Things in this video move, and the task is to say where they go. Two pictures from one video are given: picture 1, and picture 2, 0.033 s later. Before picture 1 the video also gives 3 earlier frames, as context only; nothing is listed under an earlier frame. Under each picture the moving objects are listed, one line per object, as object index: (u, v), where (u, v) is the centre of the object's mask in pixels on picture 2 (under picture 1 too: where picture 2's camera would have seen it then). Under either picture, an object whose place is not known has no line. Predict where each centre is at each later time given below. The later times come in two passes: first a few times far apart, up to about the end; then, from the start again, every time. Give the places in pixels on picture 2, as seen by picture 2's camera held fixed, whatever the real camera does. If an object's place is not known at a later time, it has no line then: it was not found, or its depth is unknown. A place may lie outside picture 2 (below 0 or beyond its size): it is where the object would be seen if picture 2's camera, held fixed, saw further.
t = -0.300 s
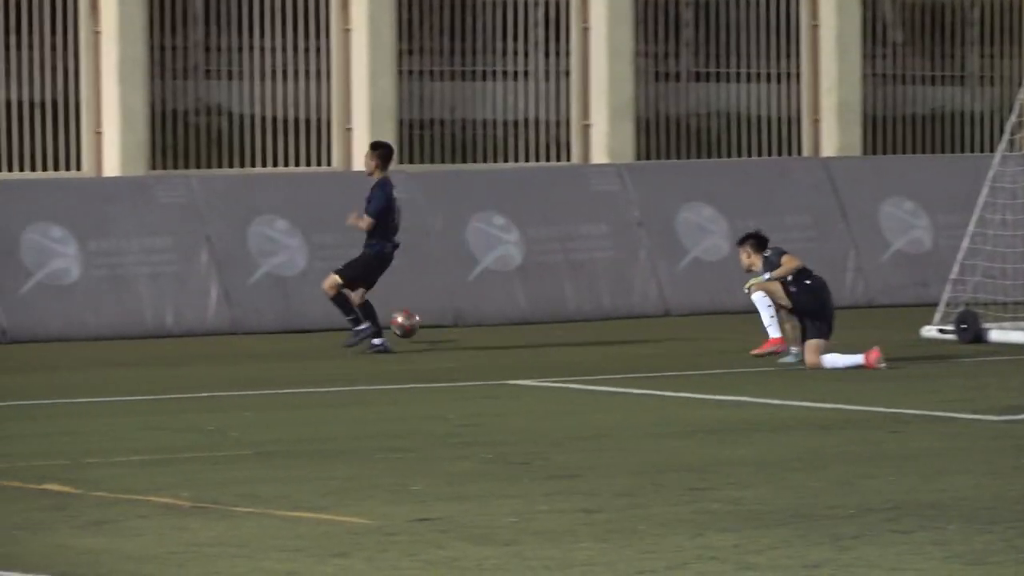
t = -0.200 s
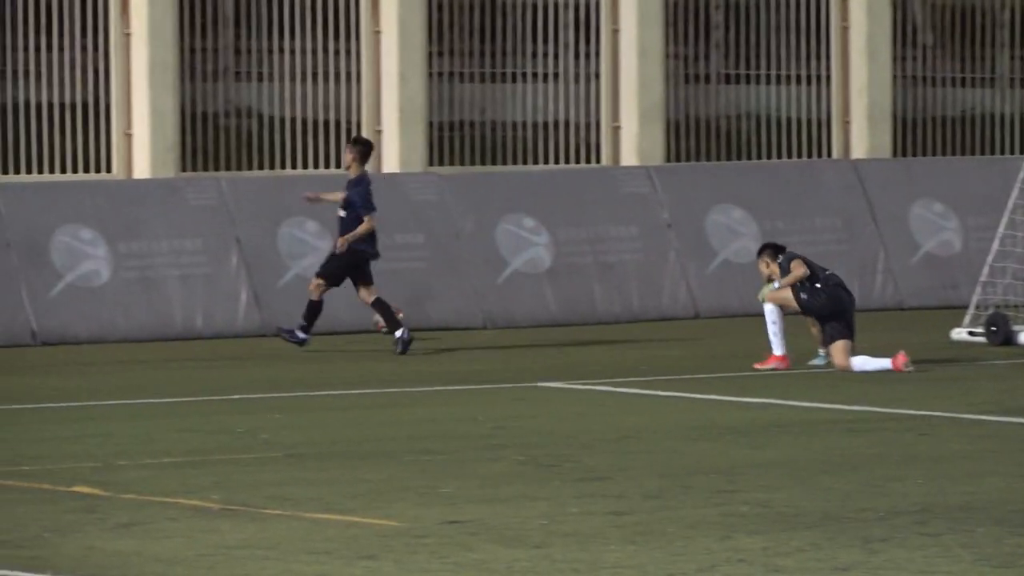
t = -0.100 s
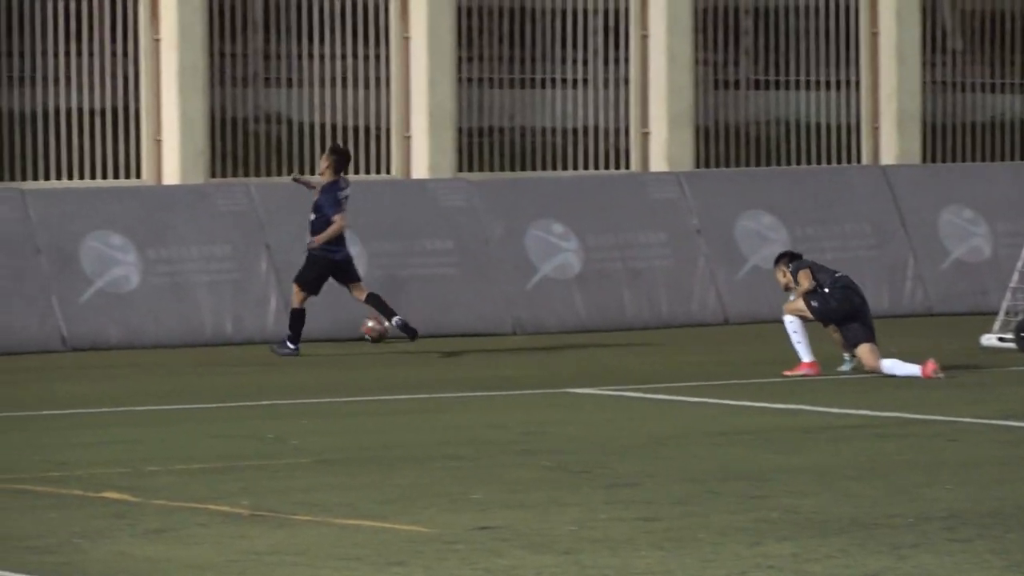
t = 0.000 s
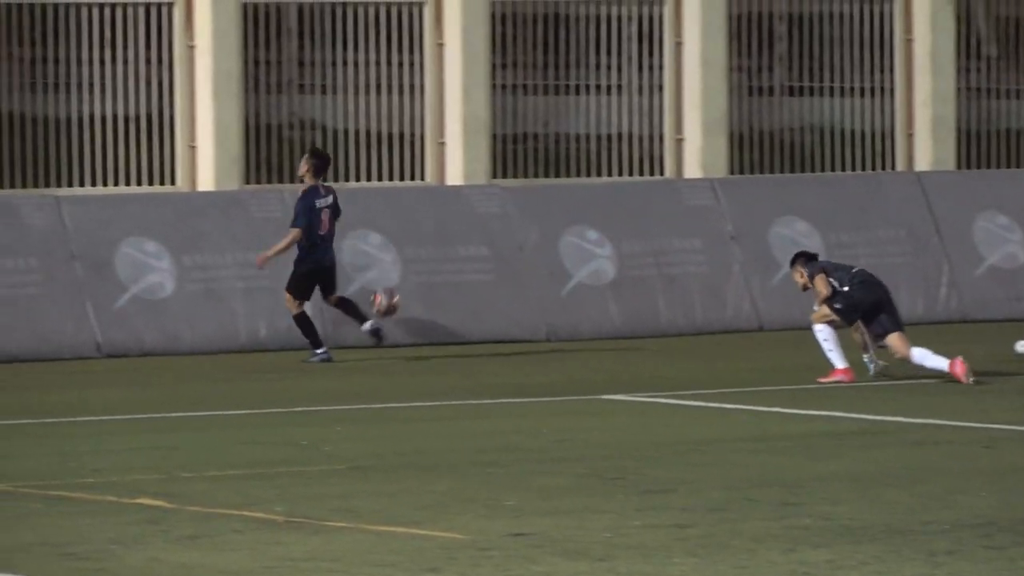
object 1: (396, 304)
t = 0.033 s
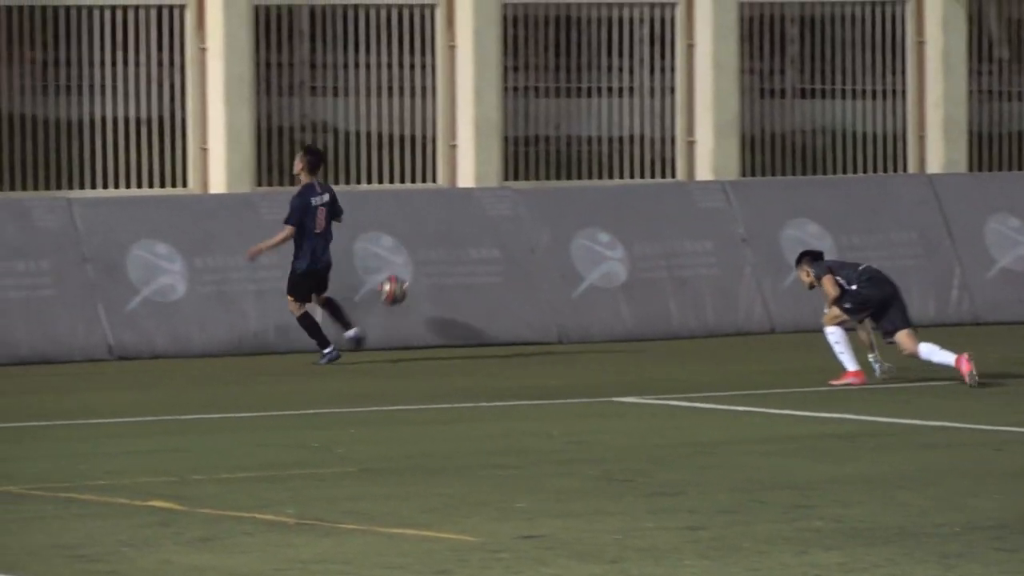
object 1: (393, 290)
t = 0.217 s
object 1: (379, 235)
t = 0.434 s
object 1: (362, 225)
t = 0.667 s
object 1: (345, 282)
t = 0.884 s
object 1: (320, 319)
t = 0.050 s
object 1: (392, 283)
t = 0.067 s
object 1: (391, 277)
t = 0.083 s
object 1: (389, 272)
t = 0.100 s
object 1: (388, 265)
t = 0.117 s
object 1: (387, 260)
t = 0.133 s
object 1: (386, 255)
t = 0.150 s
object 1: (385, 251)
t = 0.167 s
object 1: (384, 246)
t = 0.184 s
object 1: (382, 242)
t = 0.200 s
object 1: (381, 238)
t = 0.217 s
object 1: (379, 235)
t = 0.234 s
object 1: (378, 232)
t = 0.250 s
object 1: (376, 229)
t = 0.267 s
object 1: (375, 227)
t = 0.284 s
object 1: (373, 226)
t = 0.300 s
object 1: (372, 224)
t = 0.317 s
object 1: (371, 223)
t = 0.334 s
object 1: (370, 223)
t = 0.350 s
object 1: (368, 222)
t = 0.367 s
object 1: (367, 222)
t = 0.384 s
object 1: (366, 222)
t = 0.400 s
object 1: (364, 223)
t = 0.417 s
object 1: (363, 224)
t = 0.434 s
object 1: (362, 225)
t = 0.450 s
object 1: (360, 227)
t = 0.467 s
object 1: (360, 229)
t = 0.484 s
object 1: (358, 232)
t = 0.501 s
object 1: (357, 235)
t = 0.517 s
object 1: (356, 238)
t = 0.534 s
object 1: (355, 242)
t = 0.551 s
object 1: (354, 245)
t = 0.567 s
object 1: (352, 249)
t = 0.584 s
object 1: (352, 254)
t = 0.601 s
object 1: (350, 259)
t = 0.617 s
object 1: (349, 264)
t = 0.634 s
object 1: (347, 270)
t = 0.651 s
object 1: (347, 277)
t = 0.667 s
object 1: (345, 282)
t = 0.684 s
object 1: (344, 290)
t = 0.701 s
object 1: (343, 297)
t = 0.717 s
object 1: (341, 305)
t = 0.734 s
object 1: (342, 313)
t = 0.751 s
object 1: (340, 320)
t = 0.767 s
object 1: (339, 330)
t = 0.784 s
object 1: (337, 339)
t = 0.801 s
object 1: (336, 347)
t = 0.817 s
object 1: (332, 344)
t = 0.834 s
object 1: (330, 336)
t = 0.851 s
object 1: (326, 333)
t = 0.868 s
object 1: (323, 324)
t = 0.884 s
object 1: (320, 319)
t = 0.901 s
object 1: (317, 315)
